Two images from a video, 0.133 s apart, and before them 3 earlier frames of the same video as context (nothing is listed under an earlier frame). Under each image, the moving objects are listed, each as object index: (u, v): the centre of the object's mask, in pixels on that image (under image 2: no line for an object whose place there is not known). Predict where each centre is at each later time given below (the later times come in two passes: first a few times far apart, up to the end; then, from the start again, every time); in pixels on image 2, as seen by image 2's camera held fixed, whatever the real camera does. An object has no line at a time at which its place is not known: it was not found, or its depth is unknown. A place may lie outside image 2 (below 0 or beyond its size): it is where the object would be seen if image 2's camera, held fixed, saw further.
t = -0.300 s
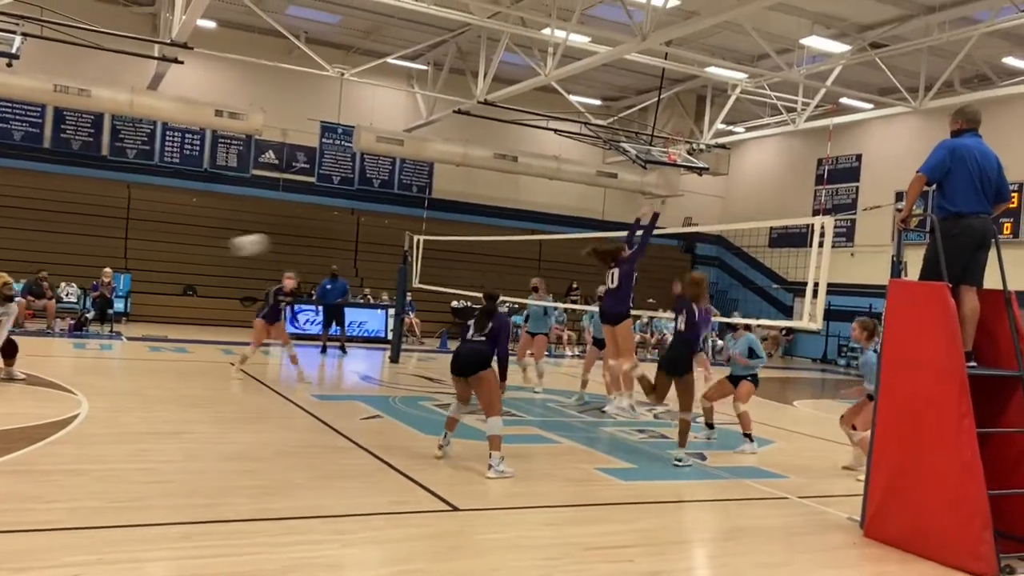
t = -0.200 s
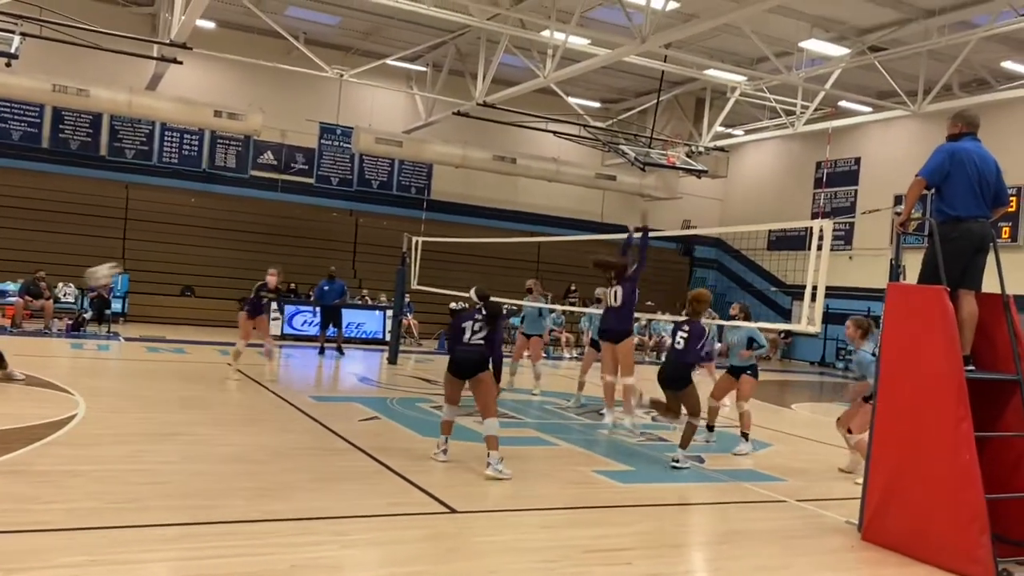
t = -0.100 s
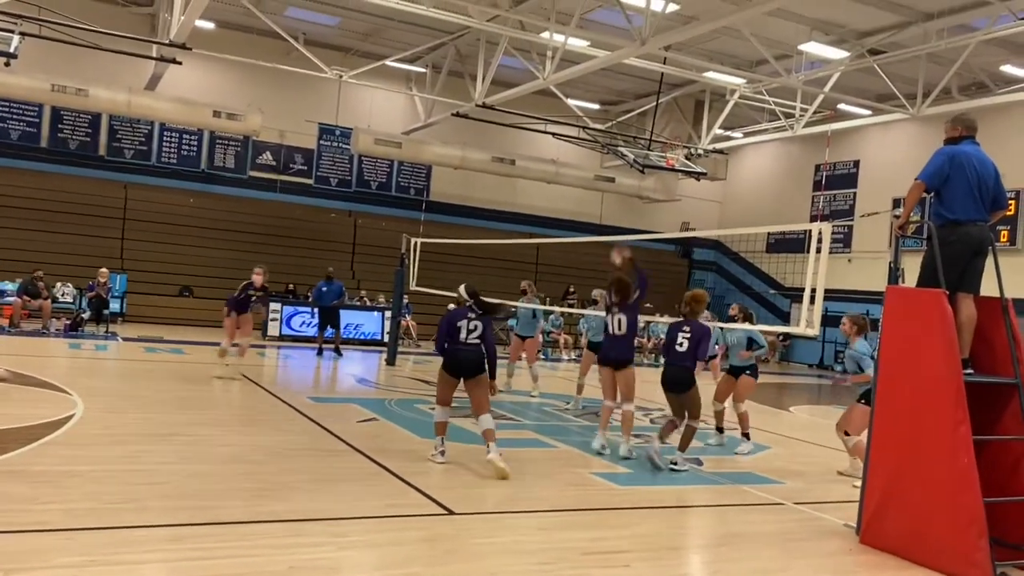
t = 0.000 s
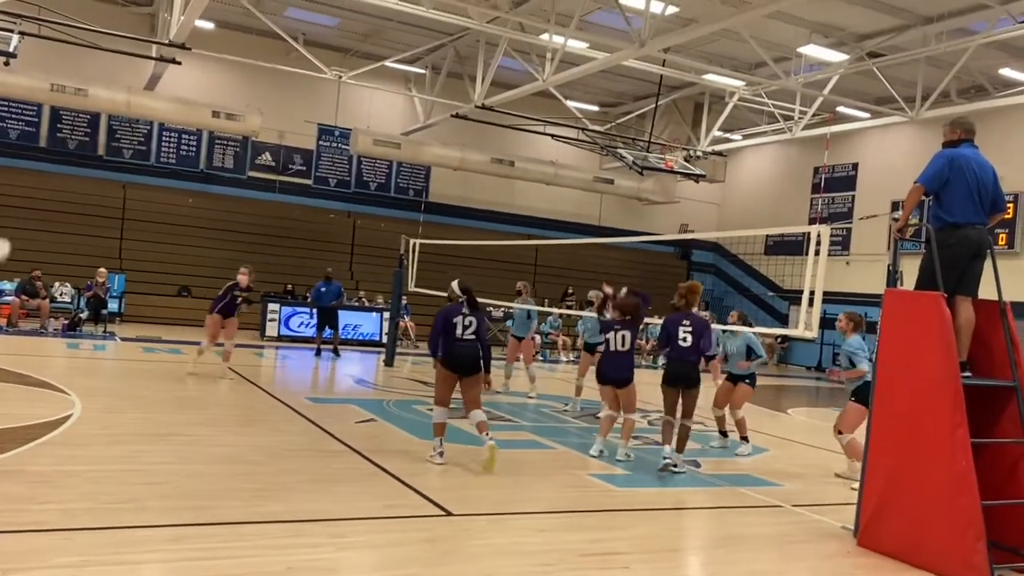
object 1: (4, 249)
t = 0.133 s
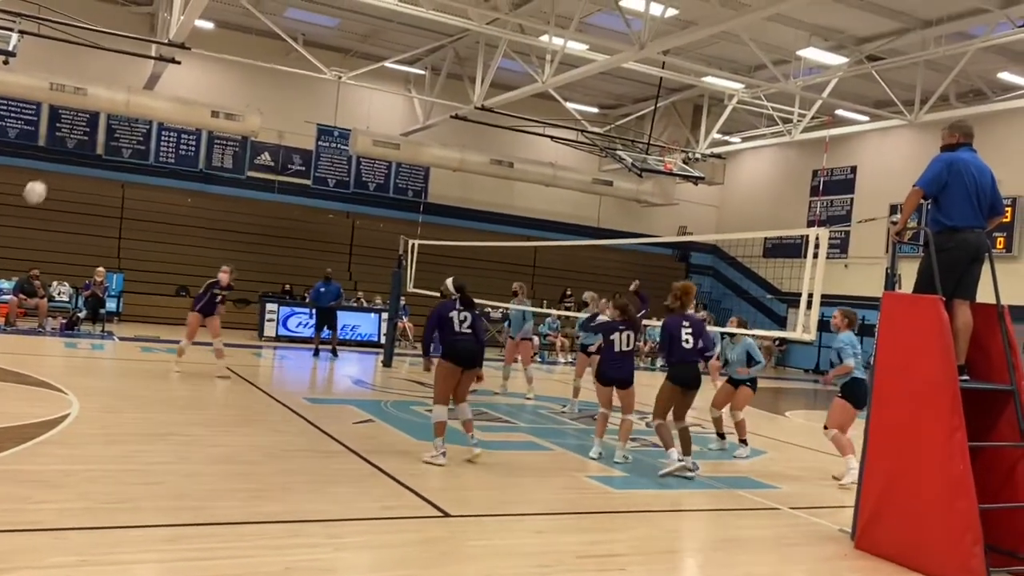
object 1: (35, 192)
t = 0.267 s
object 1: (70, 153)
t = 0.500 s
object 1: (122, 126)
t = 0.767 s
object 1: (174, 153)
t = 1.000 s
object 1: (211, 223)
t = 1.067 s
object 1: (220, 250)
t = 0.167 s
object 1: (44, 180)
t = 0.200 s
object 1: (53, 170)
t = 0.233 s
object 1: (62, 161)
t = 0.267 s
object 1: (70, 153)
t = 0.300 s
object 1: (78, 146)
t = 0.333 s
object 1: (86, 141)
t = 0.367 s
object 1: (93, 135)
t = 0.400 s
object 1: (101, 132)
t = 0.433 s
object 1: (109, 129)
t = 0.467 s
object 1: (116, 127)
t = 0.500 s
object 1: (122, 126)
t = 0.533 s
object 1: (130, 126)
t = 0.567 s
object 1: (137, 127)
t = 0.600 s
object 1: (144, 129)
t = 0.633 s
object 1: (149, 132)
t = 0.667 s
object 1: (157, 136)
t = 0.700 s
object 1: (164, 140)
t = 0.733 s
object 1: (168, 147)
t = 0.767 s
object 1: (174, 153)
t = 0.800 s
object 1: (181, 160)
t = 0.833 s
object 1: (186, 169)
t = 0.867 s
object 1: (192, 178)
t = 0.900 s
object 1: (197, 188)
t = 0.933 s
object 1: (202, 198)
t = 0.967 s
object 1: (207, 210)
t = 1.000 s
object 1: (211, 223)
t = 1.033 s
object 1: (216, 236)
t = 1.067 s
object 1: (220, 250)
